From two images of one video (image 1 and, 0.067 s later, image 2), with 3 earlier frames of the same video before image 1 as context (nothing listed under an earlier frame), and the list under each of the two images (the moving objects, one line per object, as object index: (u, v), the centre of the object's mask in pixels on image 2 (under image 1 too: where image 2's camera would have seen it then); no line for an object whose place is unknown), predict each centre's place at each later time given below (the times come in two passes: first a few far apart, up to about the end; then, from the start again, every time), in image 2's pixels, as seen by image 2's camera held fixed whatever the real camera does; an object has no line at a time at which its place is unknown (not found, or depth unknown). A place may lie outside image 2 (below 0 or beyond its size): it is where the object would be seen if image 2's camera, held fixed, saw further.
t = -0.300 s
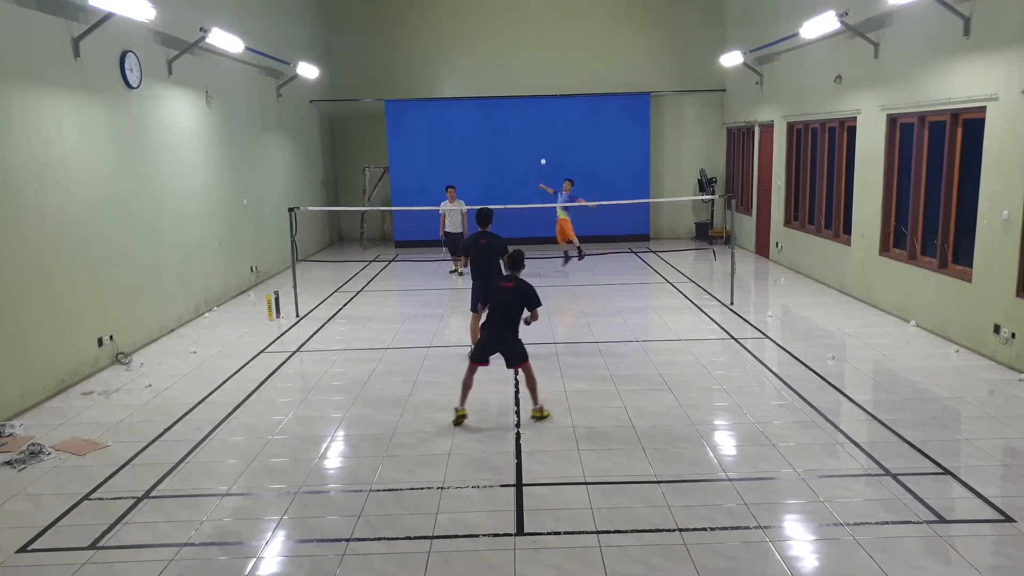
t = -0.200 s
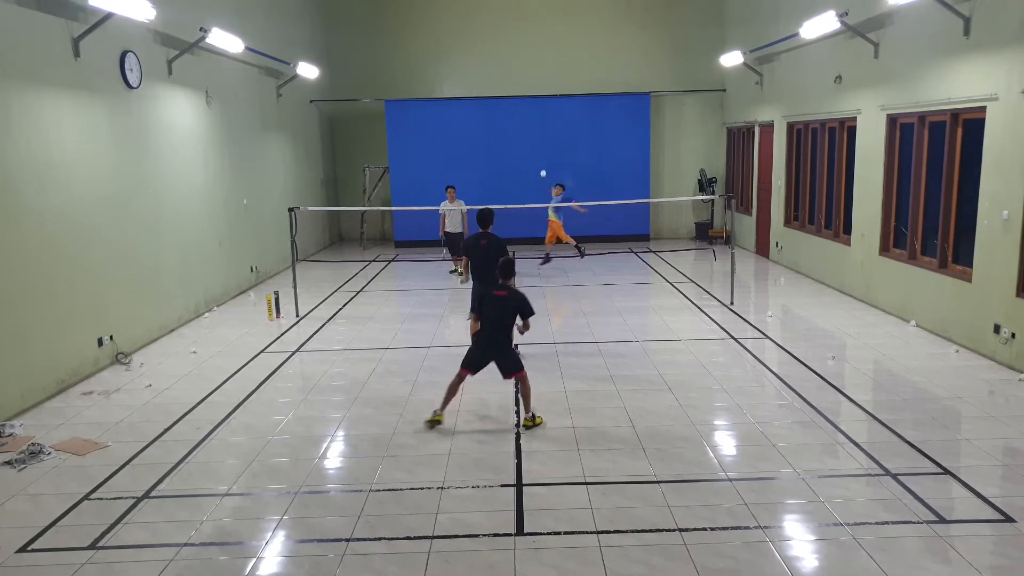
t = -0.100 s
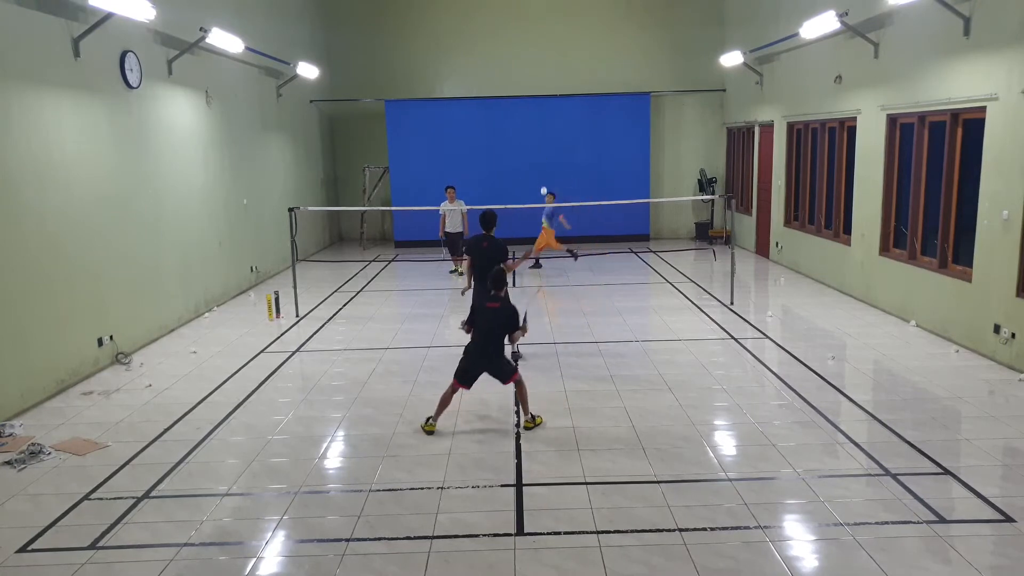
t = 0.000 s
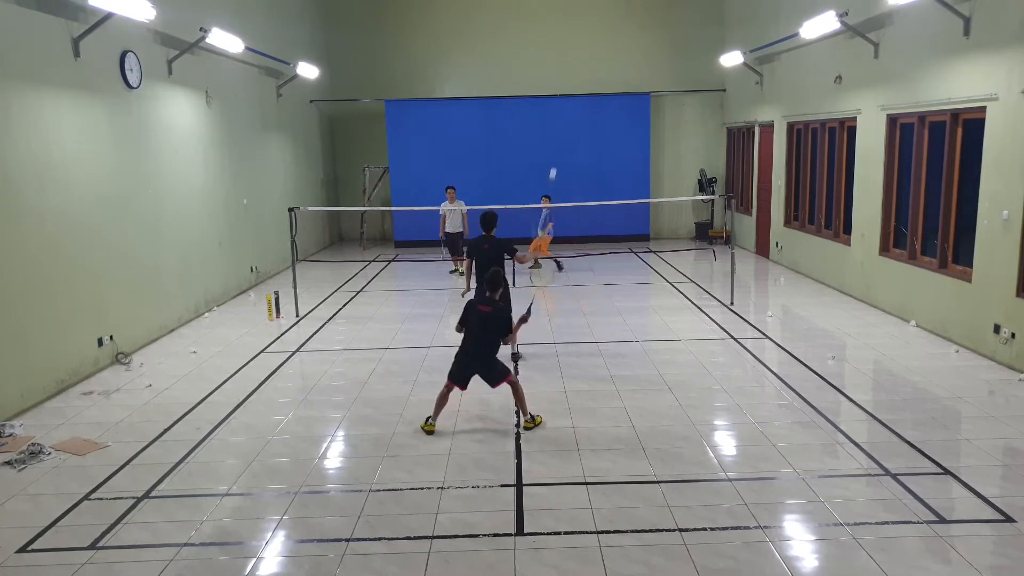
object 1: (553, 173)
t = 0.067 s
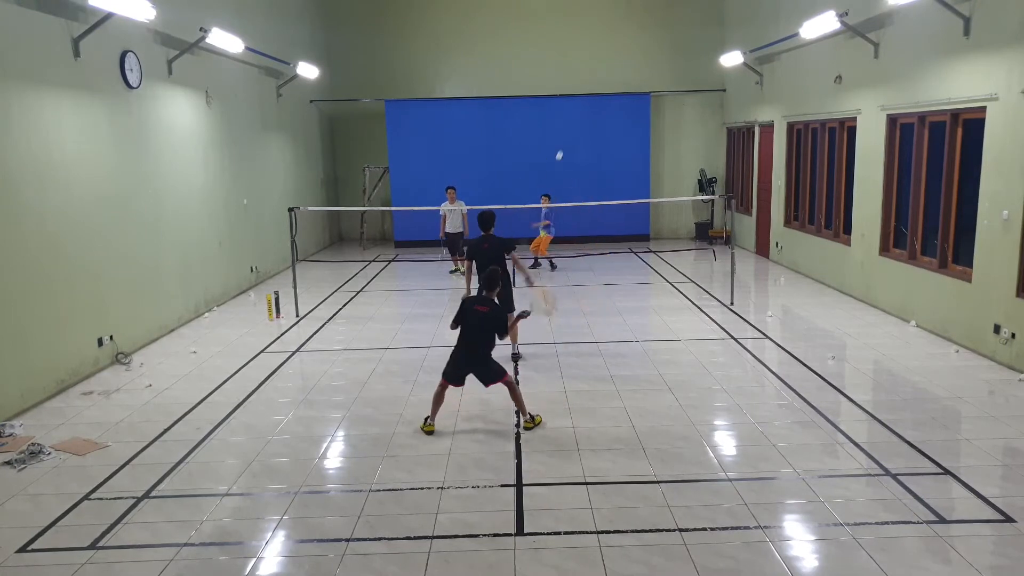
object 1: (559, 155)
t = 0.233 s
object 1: (572, 130)
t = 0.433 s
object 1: (581, 133)
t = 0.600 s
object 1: (586, 151)
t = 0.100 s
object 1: (563, 146)
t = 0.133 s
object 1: (565, 140)
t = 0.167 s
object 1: (568, 136)
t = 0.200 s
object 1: (570, 132)
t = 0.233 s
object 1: (572, 130)
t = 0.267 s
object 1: (574, 128)
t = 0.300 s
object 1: (575, 128)
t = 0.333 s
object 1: (577, 128)
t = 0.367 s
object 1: (578, 129)
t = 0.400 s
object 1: (579, 131)
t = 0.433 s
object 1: (581, 133)
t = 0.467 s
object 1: (582, 135)
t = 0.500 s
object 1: (583, 139)
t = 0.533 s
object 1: (584, 142)
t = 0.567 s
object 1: (585, 146)
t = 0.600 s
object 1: (586, 151)
